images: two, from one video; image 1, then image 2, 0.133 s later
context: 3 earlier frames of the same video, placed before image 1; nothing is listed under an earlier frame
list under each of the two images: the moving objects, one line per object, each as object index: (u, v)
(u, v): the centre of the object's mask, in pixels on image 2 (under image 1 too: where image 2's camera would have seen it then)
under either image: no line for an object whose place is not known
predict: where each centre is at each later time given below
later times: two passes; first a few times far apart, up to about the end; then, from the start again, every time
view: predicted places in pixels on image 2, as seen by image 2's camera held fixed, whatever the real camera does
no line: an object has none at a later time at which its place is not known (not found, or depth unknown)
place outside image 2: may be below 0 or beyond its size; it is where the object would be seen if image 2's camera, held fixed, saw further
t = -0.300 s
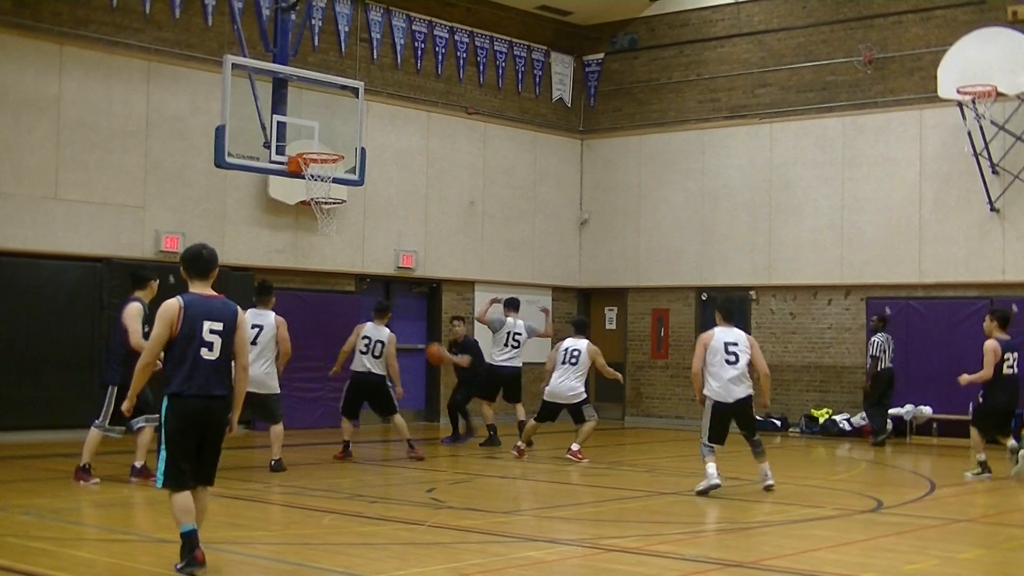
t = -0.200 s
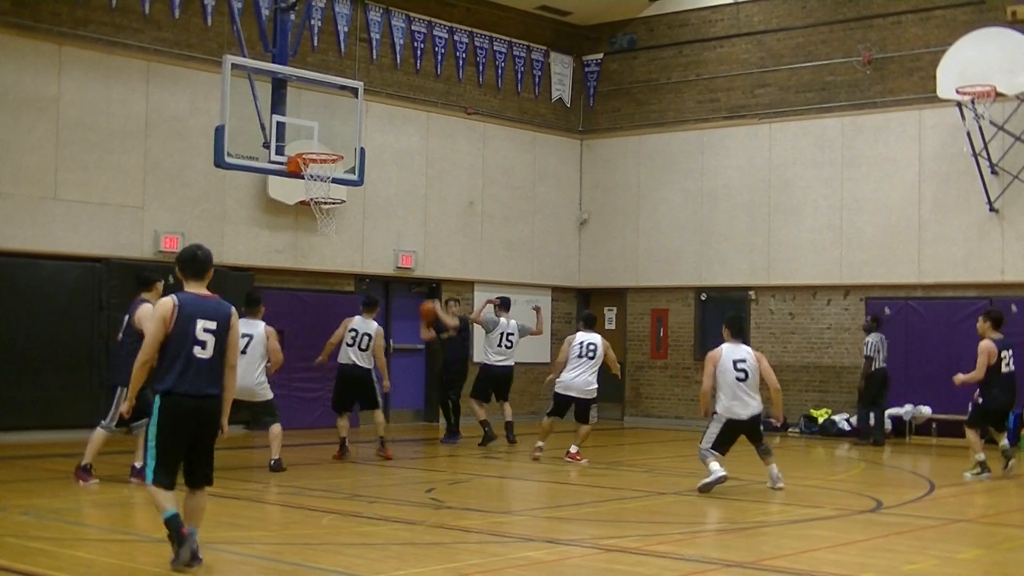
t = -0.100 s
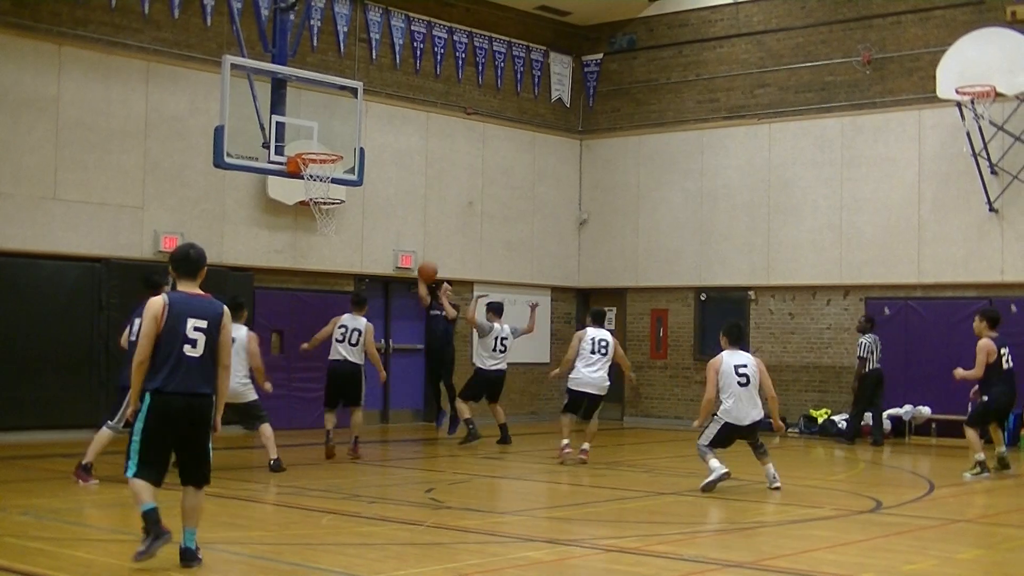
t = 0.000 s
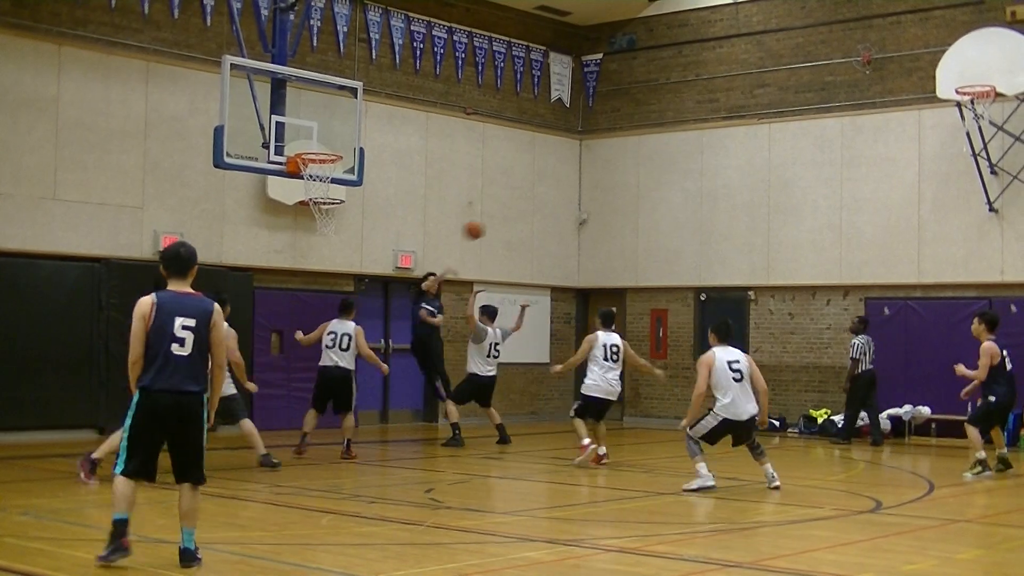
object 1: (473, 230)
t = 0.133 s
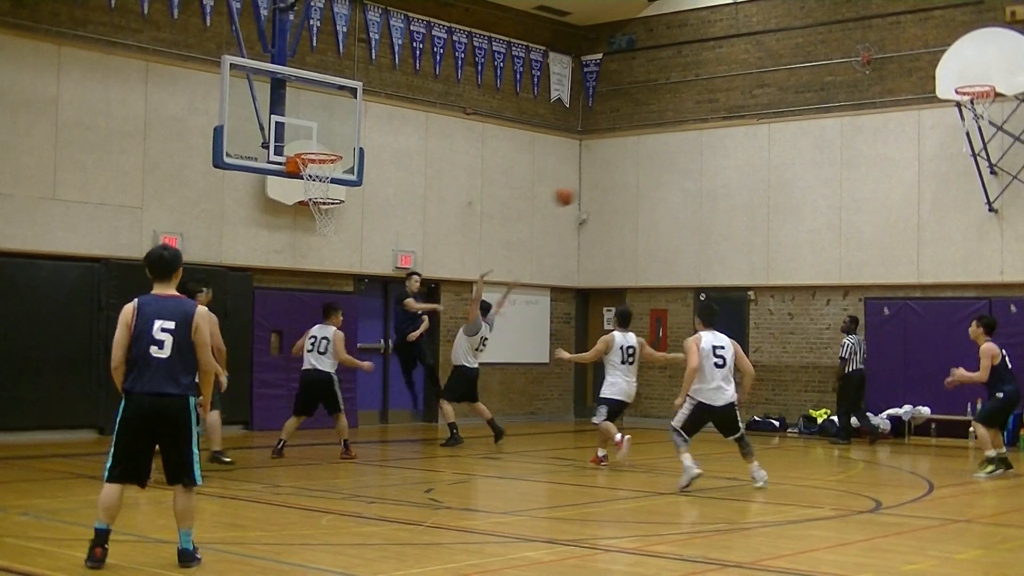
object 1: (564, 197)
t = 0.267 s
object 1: (659, 173)
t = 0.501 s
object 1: (837, 167)
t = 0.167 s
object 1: (588, 189)
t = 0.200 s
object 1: (611, 184)
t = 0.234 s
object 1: (635, 179)
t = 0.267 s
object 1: (659, 173)
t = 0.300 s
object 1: (684, 171)
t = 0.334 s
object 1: (708, 167)
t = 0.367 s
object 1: (733, 165)
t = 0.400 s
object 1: (759, 165)
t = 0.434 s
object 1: (784, 165)
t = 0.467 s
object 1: (810, 166)
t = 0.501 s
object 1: (837, 167)
